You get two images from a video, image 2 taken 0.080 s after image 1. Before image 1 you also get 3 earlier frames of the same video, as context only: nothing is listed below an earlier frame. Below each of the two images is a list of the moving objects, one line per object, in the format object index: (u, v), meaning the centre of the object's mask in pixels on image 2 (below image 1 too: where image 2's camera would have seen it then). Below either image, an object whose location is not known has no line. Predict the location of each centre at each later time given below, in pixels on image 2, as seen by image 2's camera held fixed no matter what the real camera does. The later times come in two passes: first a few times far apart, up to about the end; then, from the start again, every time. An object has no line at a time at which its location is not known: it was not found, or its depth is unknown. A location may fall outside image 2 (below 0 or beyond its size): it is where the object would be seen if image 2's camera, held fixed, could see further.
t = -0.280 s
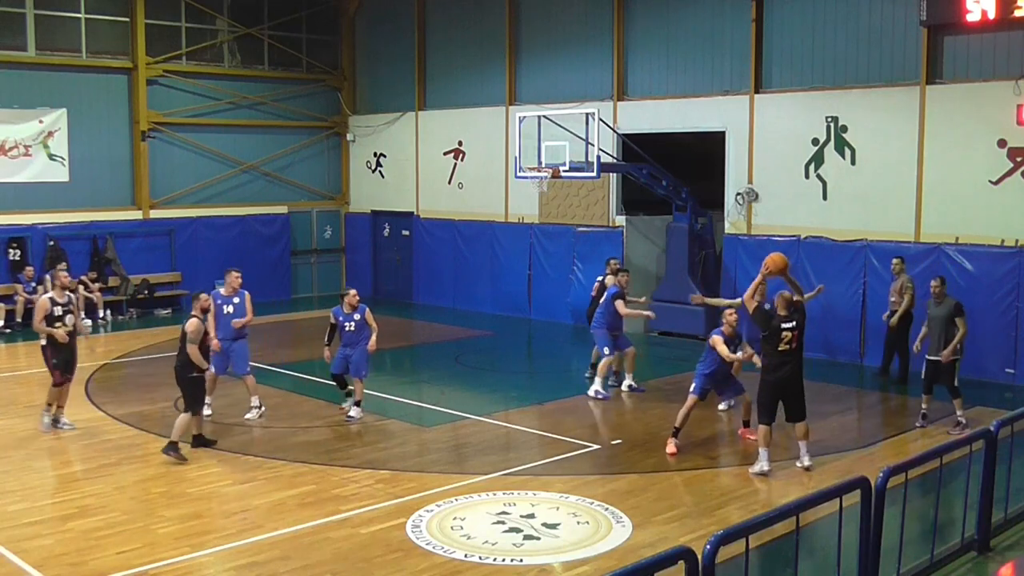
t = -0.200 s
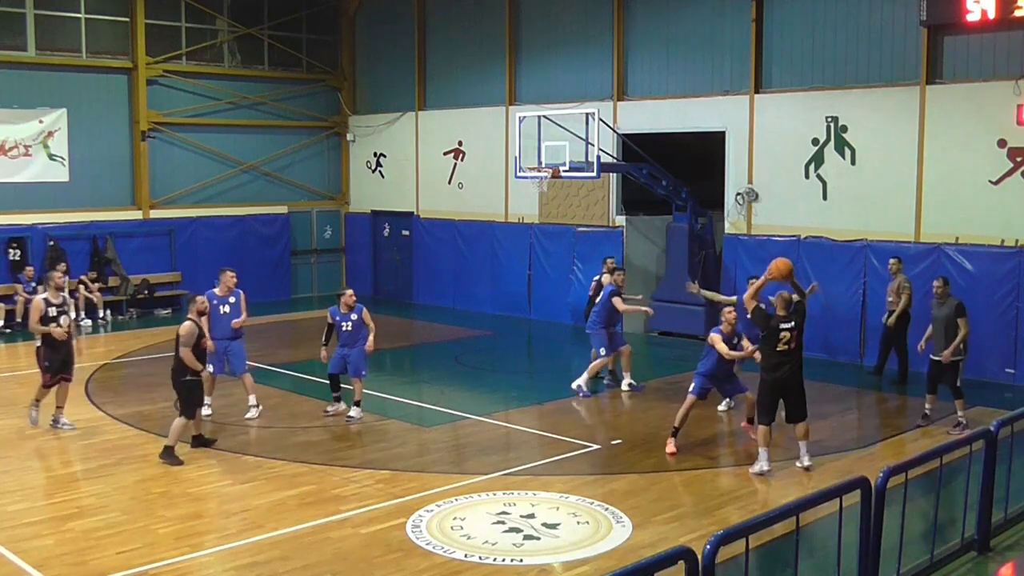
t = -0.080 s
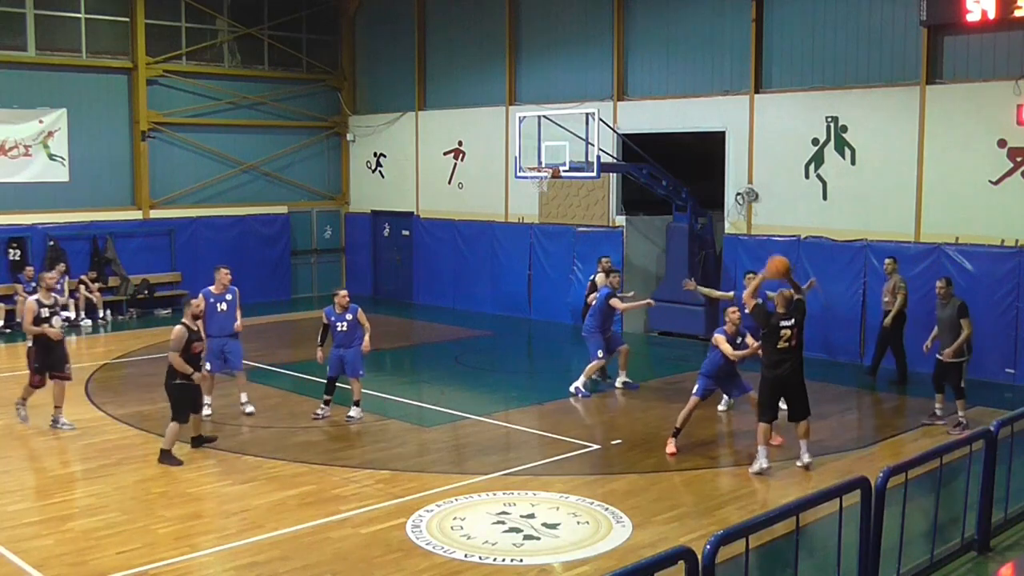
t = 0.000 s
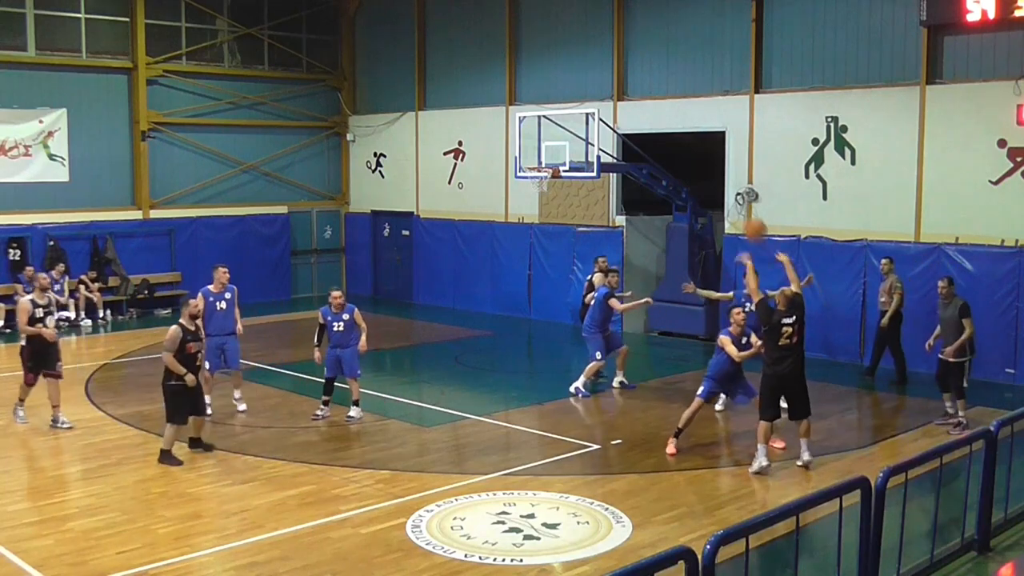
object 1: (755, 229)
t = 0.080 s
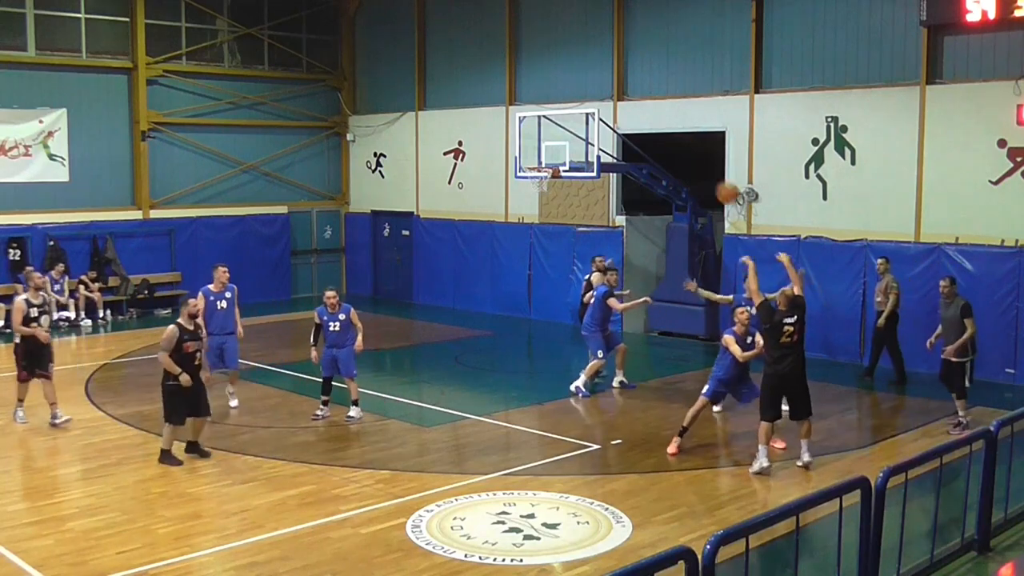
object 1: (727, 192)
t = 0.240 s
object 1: (680, 146)
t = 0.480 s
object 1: (620, 123)
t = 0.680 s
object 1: (577, 139)
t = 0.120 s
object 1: (714, 179)
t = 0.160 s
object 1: (703, 166)
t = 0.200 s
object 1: (692, 155)
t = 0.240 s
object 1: (680, 146)
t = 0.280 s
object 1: (670, 140)
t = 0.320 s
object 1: (659, 134)
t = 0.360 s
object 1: (649, 129)
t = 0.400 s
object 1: (639, 125)
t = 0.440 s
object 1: (629, 124)
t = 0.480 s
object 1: (620, 123)
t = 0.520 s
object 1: (611, 124)
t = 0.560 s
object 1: (602, 126)
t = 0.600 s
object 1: (594, 129)
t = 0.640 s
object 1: (585, 134)
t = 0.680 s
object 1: (577, 139)
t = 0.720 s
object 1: (570, 145)
